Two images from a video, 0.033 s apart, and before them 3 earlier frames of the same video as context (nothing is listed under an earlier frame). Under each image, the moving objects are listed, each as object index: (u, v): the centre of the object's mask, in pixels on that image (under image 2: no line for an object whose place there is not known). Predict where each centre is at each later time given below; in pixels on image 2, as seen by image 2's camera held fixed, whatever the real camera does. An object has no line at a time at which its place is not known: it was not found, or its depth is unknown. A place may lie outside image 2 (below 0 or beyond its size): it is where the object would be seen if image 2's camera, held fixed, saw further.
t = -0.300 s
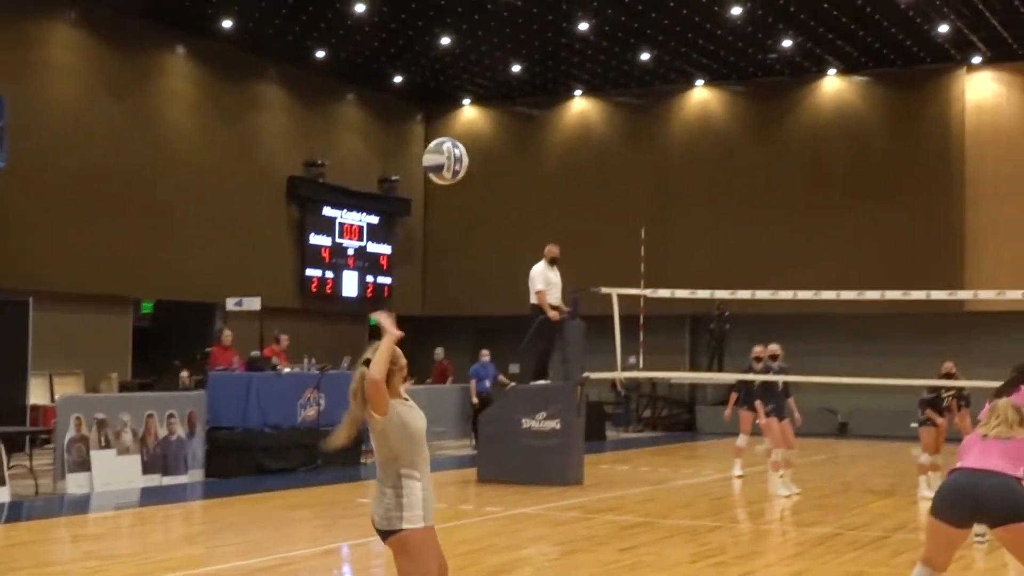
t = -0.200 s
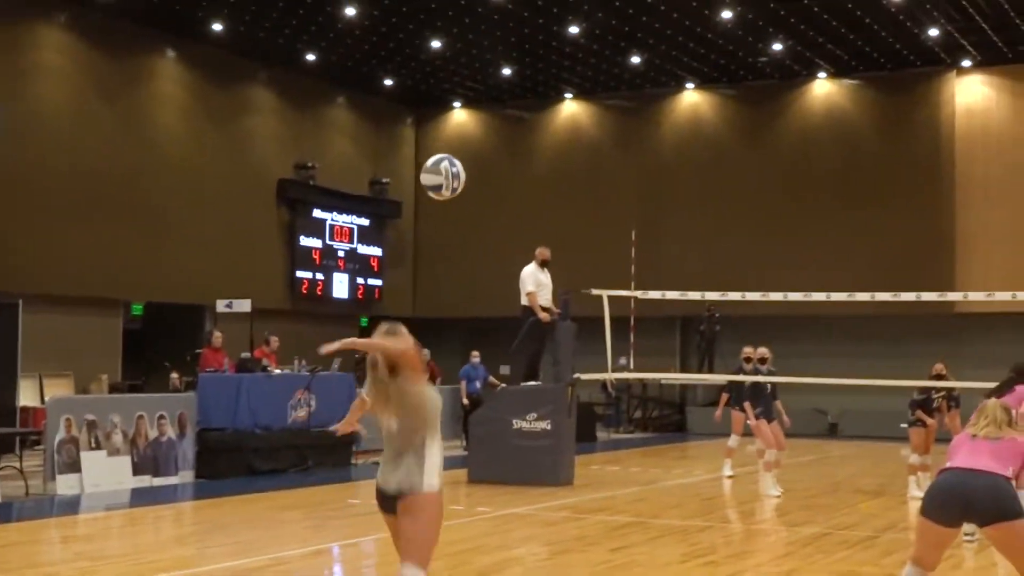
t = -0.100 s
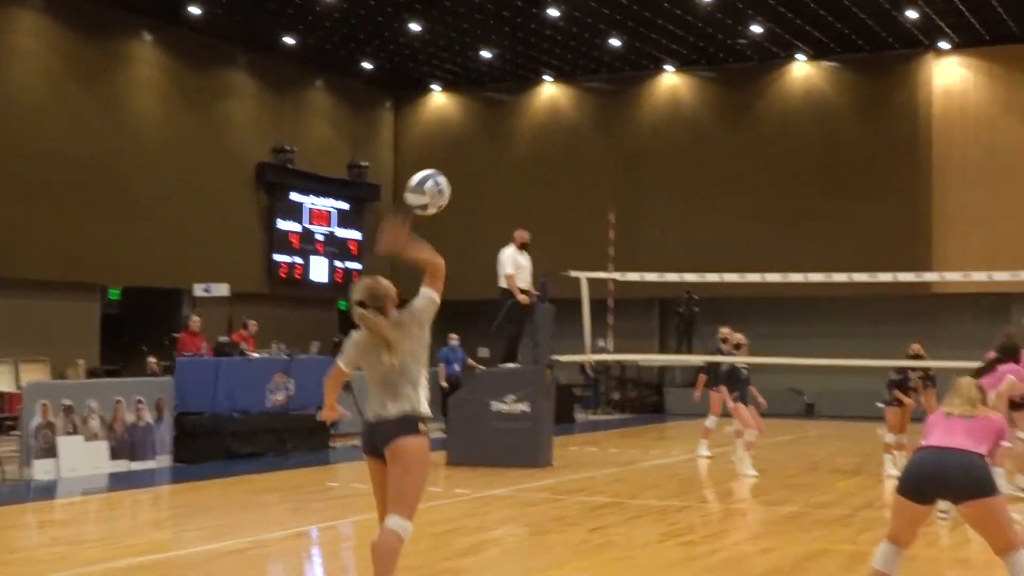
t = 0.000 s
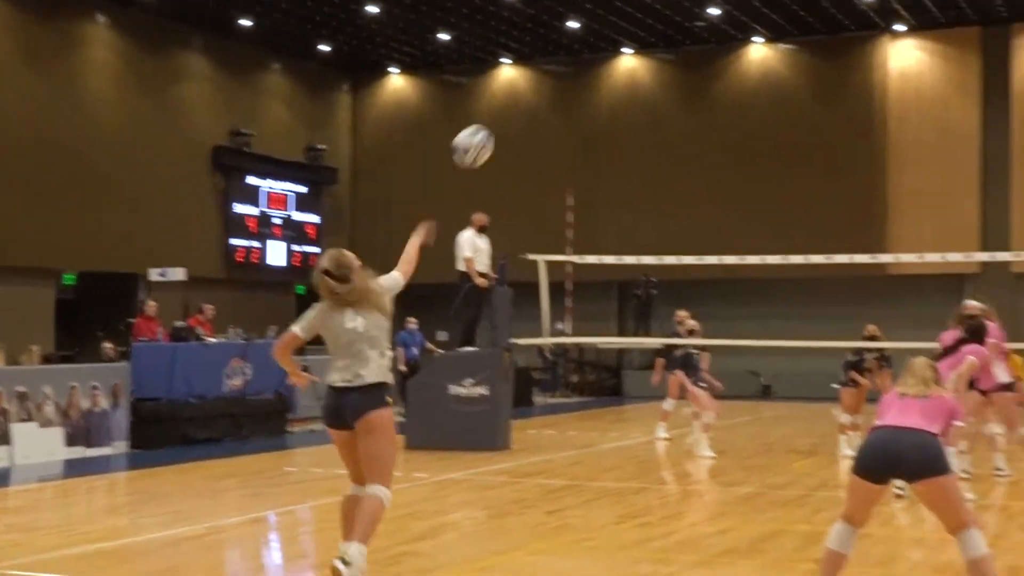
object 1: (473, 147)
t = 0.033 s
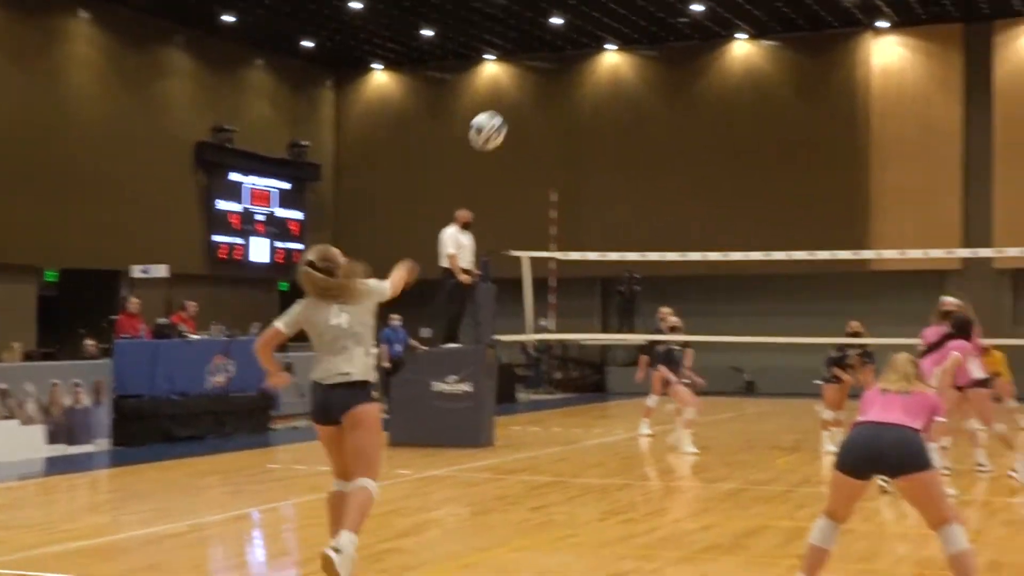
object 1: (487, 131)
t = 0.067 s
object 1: (515, 121)
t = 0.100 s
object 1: (538, 114)
